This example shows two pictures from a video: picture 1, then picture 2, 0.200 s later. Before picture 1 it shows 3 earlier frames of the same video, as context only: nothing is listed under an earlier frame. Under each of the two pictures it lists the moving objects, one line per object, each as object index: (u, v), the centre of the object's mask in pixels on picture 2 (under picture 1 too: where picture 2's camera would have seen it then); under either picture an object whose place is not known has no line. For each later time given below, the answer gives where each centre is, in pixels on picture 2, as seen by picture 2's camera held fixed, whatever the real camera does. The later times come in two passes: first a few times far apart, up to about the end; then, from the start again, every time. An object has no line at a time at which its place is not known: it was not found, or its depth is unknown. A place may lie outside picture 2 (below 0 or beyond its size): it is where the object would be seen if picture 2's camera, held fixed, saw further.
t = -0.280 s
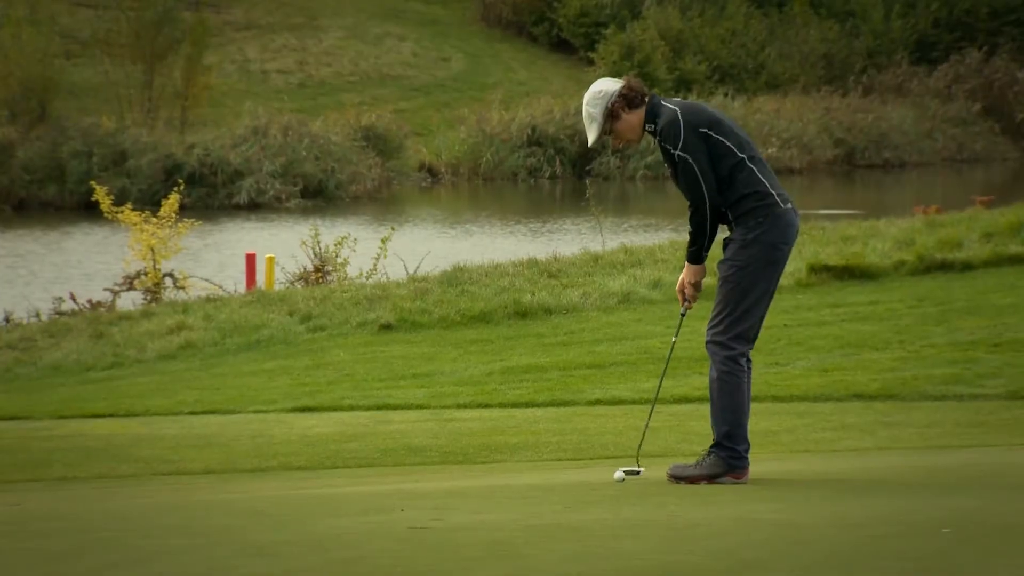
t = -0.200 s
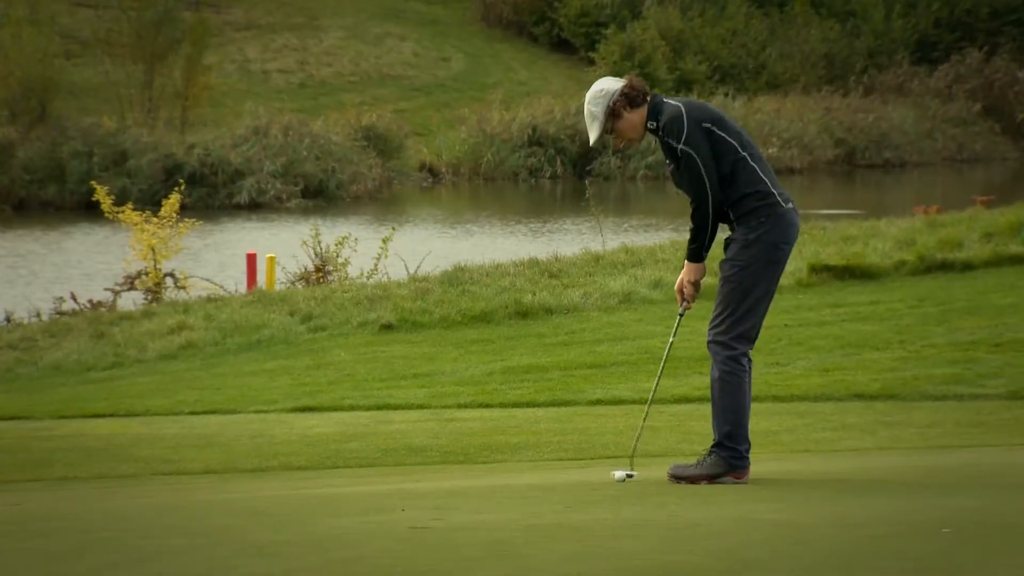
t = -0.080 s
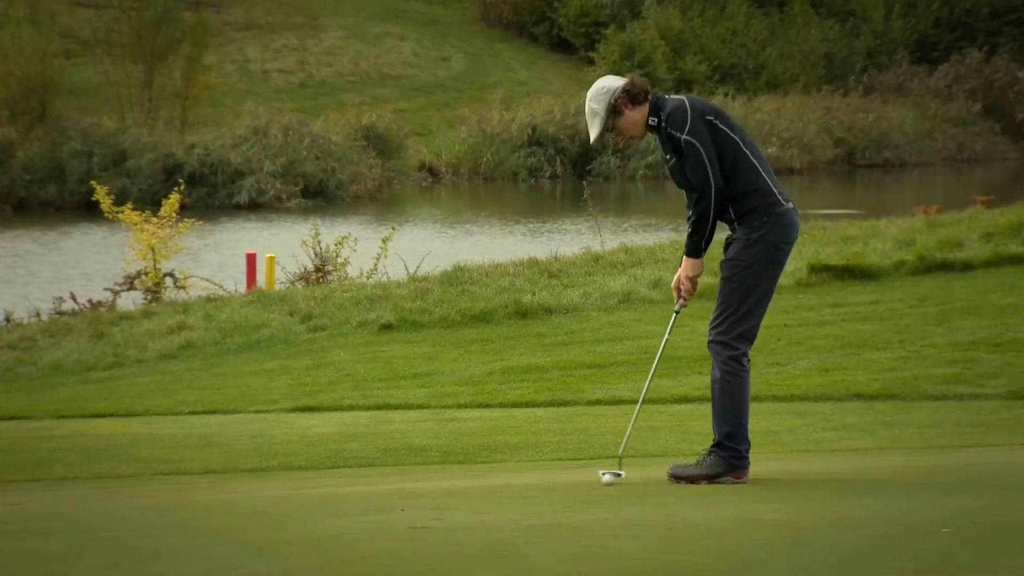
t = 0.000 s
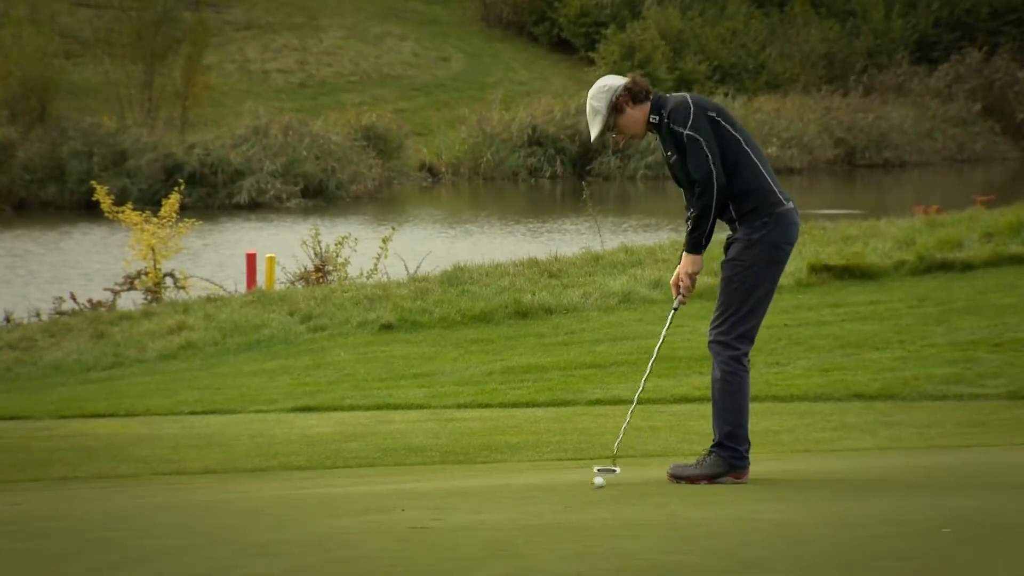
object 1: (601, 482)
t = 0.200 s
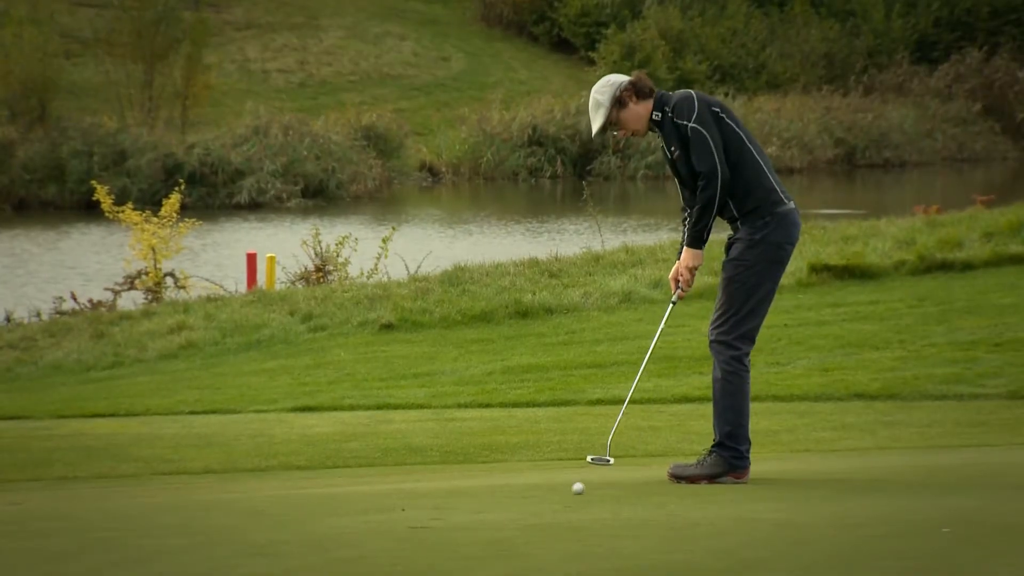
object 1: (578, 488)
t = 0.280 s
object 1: (571, 492)
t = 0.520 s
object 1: (547, 499)
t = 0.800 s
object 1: (520, 505)
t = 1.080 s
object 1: (493, 510)
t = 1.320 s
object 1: (473, 512)
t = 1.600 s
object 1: (448, 515)
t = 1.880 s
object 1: (423, 519)
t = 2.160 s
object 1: (404, 521)
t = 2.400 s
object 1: (394, 522)
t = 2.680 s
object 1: (392, 522)
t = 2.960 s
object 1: (393, 522)
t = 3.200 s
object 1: (388, 521)
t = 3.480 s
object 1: (388, 521)
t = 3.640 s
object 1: (389, 522)
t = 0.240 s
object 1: (574, 490)
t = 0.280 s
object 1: (571, 492)
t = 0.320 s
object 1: (567, 492)
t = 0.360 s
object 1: (562, 494)
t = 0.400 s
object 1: (558, 495)
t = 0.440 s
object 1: (555, 497)
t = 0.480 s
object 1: (551, 499)
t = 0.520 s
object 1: (547, 499)
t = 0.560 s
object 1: (543, 500)
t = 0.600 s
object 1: (538, 502)
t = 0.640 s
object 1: (535, 502)
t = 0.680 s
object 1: (531, 503)
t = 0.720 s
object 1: (529, 504)
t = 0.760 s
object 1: (525, 505)
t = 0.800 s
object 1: (520, 505)
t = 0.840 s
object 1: (516, 504)
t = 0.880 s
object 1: (514, 506)
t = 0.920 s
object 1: (511, 508)
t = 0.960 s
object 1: (507, 509)
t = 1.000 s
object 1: (503, 510)
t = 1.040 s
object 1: (497, 509)
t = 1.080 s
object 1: (493, 510)
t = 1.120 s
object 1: (491, 511)
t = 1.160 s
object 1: (487, 510)
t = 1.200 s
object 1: (483, 511)
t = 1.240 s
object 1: (479, 511)
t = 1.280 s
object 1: (477, 511)
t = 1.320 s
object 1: (473, 512)
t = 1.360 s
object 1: (470, 513)
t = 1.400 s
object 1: (465, 513)
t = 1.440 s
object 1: (462, 513)
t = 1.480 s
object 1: (460, 515)
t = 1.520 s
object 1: (455, 515)
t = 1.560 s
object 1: (451, 516)
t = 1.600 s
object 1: (448, 515)
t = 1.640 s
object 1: (444, 516)
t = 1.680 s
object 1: (441, 517)
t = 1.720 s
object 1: (438, 517)
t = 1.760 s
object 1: (436, 517)
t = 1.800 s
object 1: (433, 518)
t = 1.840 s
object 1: (427, 518)
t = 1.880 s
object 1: (423, 519)
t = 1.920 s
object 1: (420, 519)
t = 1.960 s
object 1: (417, 519)
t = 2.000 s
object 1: (416, 520)
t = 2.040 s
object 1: (415, 520)
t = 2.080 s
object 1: (410, 521)
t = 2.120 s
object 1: (407, 520)
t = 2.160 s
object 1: (404, 521)
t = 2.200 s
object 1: (402, 521)
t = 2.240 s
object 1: (400, 521)
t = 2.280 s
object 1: (398, 521)
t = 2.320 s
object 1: (397, 521)
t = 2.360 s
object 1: (395, 522)
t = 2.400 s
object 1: (394, 522)
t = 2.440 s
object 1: (393, 522)
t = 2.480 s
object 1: (392, 522)
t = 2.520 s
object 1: (391, 522)
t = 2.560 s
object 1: (391, 522)
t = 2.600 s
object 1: (391, 522)
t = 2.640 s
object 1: (391, 522)
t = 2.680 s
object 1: (392, 522)
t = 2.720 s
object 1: (392, 522)
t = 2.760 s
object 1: (393, 522)
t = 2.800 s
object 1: (393, 522)
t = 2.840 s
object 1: (393, 522)
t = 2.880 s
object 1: (393, 522)
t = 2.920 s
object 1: (393, 522)
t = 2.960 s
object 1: (393, 522)
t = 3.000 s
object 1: (393, 522)
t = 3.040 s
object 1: (389, 522)
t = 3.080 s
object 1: (389, 523)
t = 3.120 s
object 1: (389, 522)
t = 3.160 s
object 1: (389, 521)
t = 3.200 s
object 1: (388, 521)
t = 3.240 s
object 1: (394, 523)
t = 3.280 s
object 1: (389, 522)
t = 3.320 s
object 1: (388, 520)
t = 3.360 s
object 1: (389, 522)
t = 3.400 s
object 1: (387, 522)
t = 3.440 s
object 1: (387, 521)
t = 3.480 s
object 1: (388, 521)
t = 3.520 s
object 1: (388, 520)
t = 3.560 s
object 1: (387, 521)
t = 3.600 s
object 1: (391, 522)
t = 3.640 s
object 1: (389, 522)
